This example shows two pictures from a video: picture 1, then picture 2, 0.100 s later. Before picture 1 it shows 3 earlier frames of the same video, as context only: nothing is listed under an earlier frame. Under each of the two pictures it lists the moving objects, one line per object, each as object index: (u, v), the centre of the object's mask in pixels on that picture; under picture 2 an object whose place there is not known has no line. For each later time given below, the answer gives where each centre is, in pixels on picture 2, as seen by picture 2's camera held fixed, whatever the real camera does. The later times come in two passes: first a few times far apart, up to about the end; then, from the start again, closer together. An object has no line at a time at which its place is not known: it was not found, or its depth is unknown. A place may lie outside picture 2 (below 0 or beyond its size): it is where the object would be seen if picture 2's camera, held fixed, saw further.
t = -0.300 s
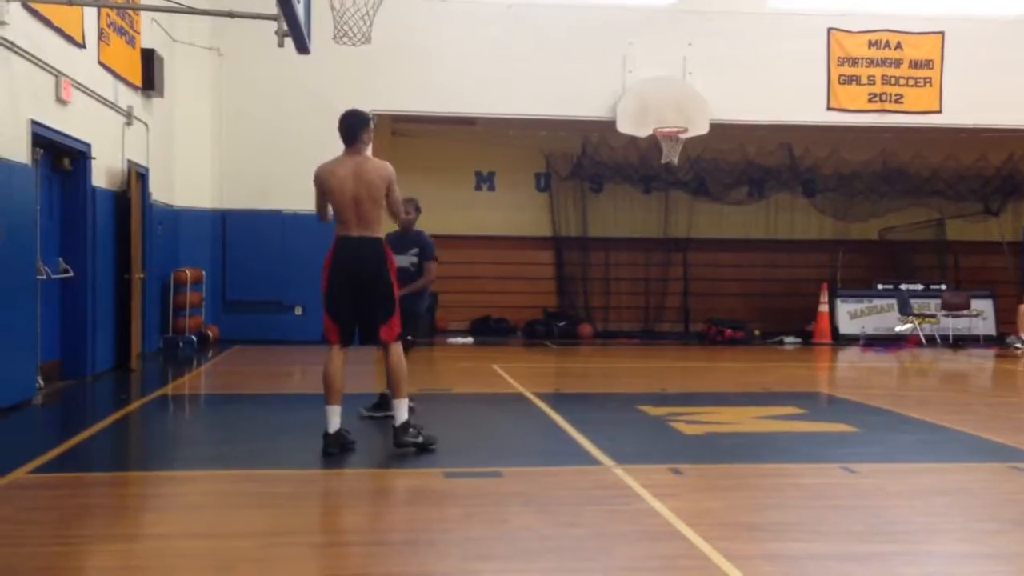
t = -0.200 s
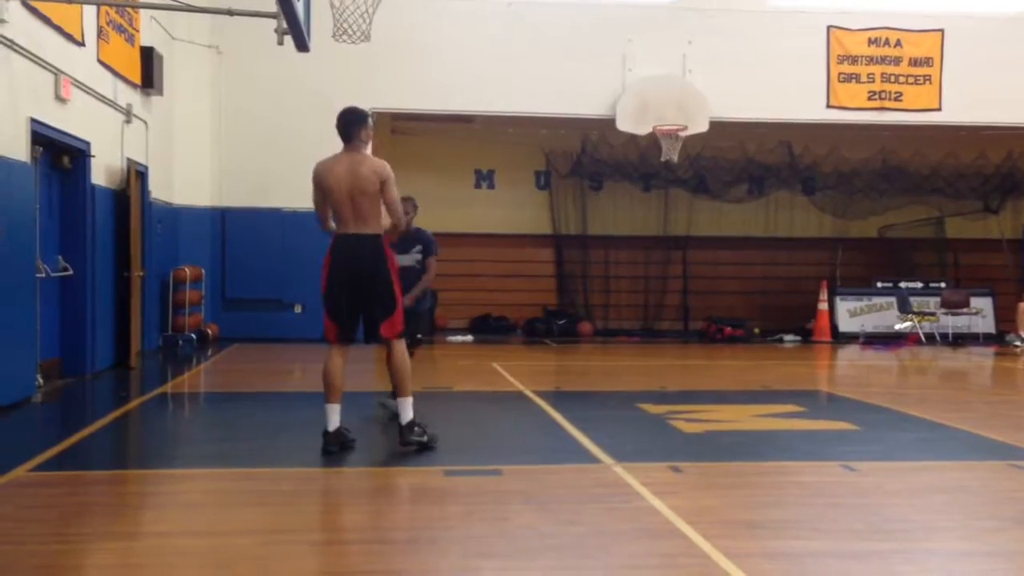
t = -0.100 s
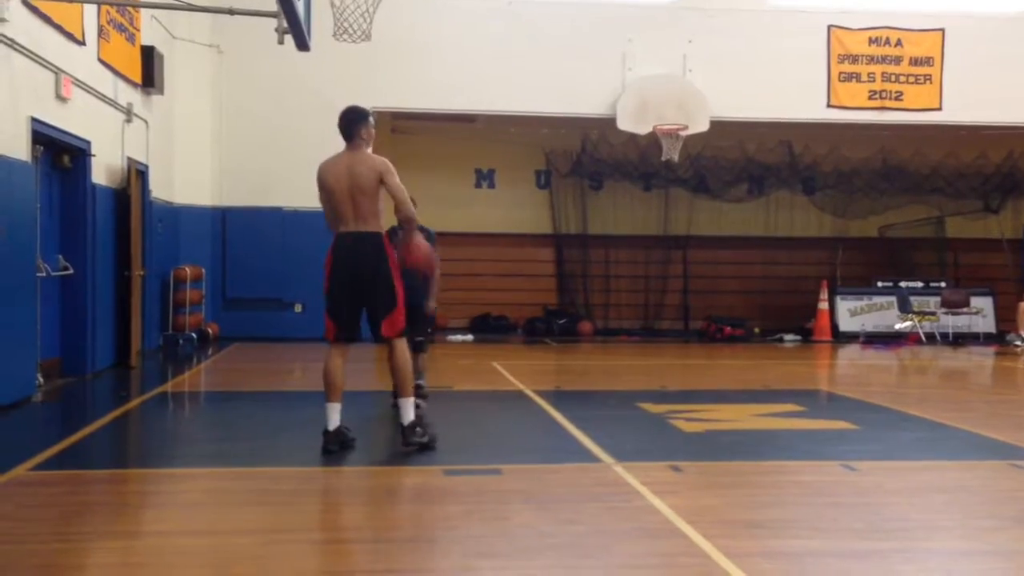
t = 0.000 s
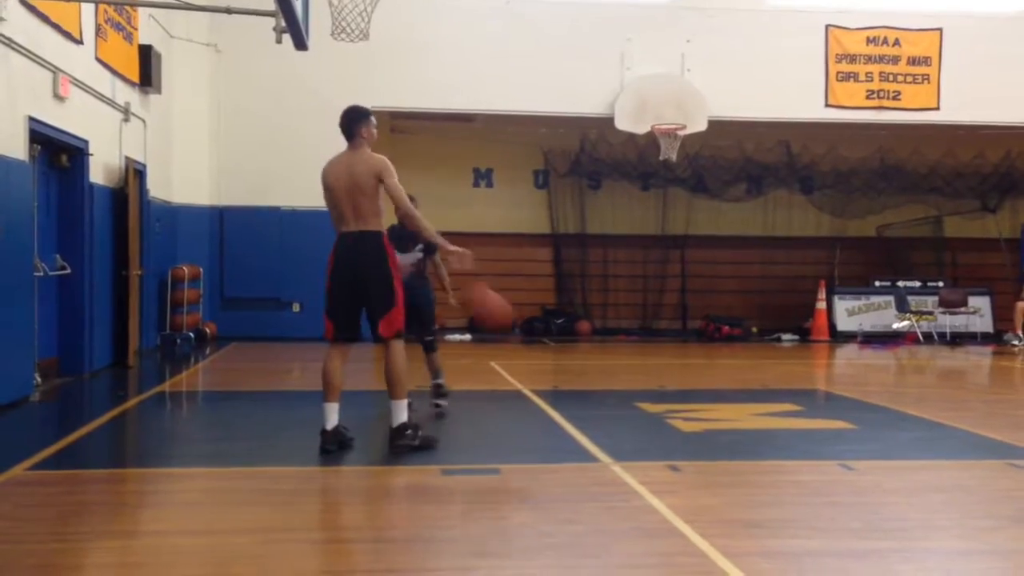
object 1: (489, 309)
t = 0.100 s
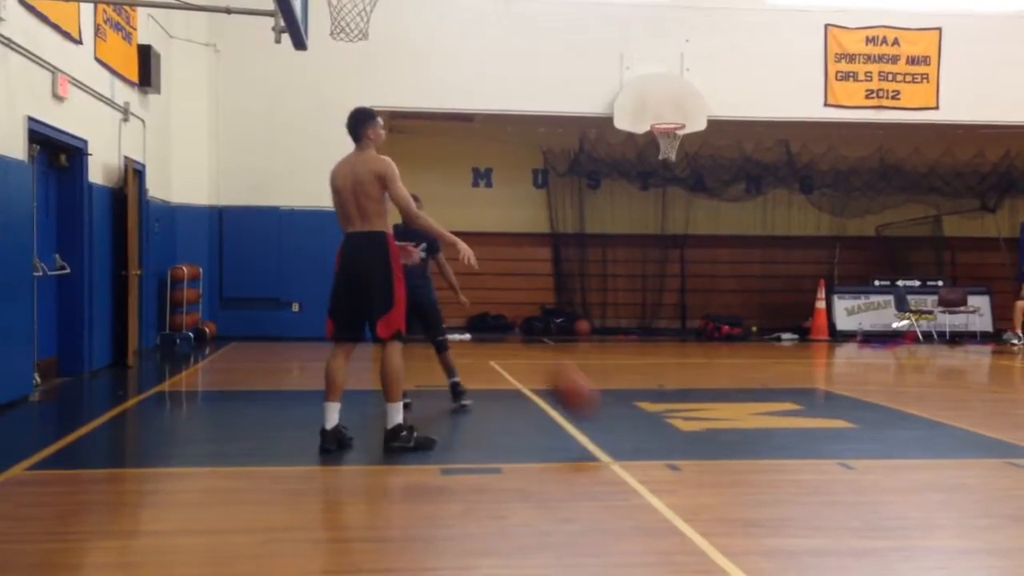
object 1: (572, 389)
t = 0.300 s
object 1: (701, 339)
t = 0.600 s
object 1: (889, 262)
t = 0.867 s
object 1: (1073, 334)
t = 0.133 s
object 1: (602, 422)
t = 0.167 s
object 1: (624, 420)
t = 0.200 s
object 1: (643, 400)
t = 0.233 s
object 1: (661, 378)
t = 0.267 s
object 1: (682, 358)
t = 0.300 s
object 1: (701, 339)
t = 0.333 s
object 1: (722, 323)
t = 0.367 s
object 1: (742, 310)
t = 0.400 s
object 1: (762, 298)
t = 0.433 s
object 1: (781, 287)
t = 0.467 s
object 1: (802, 279)
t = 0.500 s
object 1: (823, 271)
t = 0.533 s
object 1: (845, 265)
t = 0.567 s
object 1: (868, 263)
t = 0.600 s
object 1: (889, 262)
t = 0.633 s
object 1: (911, 264)
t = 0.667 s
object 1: (934, 267)
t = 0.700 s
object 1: (956, 273)
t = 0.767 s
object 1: (1002, 290)
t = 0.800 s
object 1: (1022, 303)
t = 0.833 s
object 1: (1050, 321)
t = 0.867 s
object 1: (1073, 334)
